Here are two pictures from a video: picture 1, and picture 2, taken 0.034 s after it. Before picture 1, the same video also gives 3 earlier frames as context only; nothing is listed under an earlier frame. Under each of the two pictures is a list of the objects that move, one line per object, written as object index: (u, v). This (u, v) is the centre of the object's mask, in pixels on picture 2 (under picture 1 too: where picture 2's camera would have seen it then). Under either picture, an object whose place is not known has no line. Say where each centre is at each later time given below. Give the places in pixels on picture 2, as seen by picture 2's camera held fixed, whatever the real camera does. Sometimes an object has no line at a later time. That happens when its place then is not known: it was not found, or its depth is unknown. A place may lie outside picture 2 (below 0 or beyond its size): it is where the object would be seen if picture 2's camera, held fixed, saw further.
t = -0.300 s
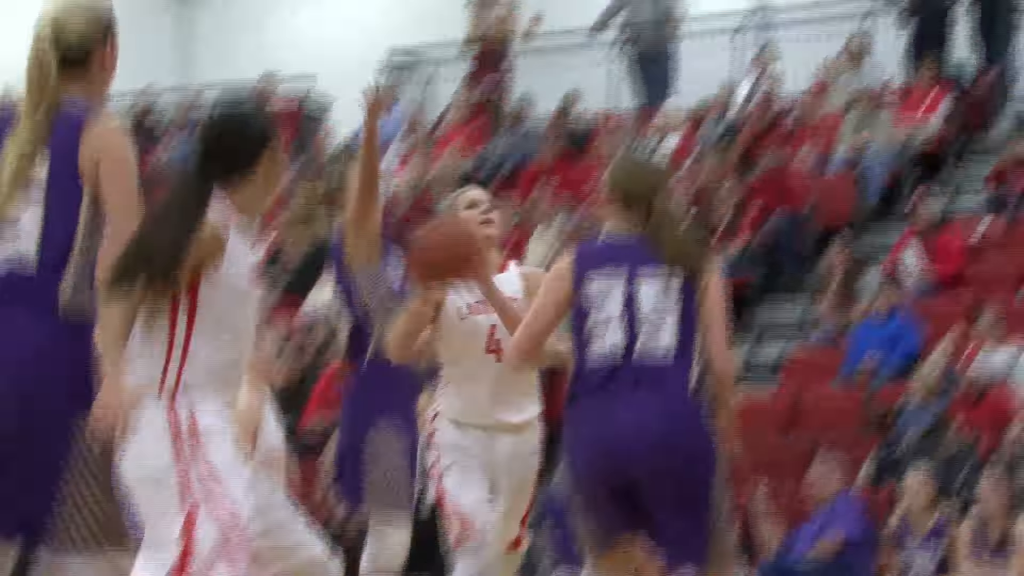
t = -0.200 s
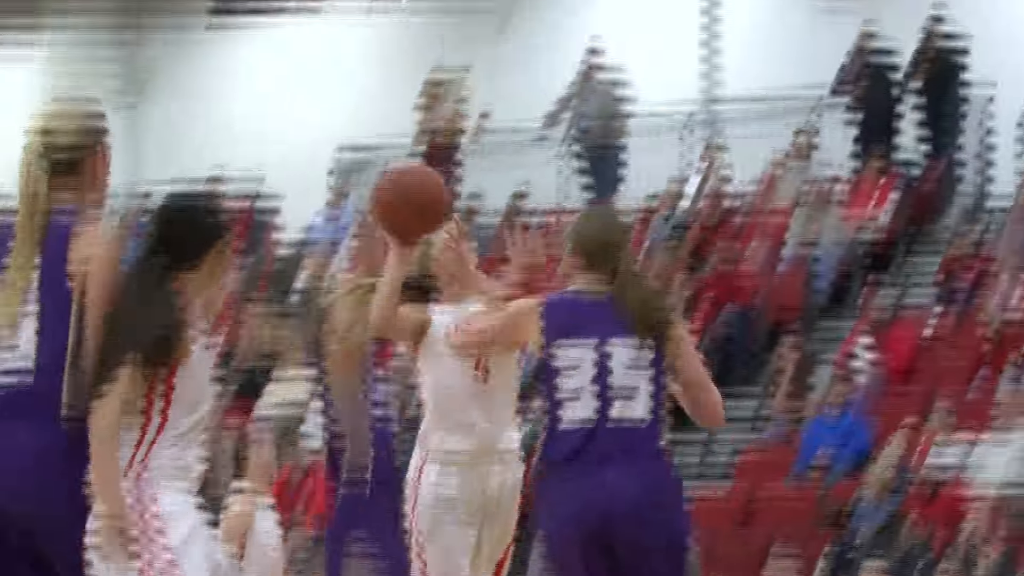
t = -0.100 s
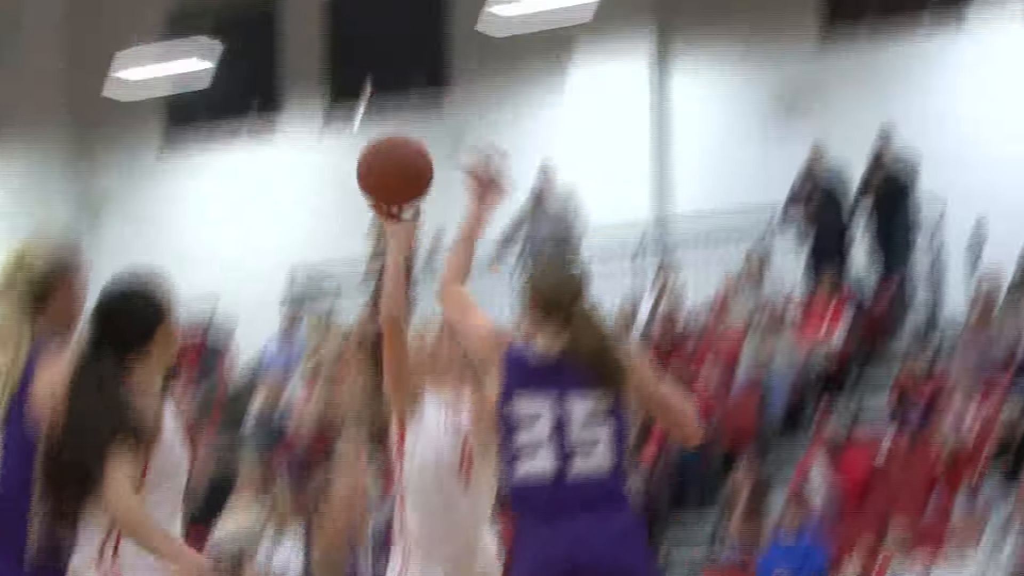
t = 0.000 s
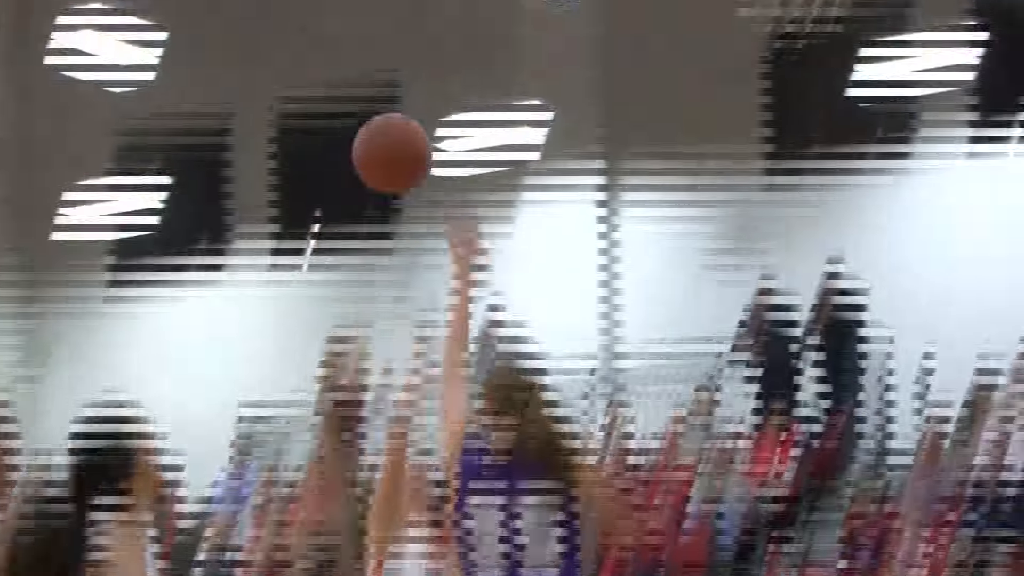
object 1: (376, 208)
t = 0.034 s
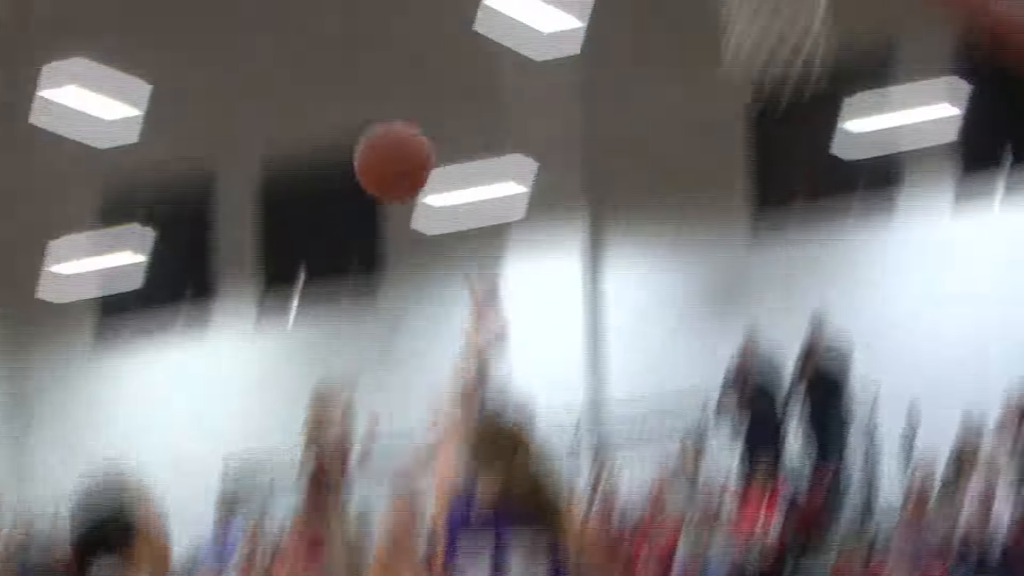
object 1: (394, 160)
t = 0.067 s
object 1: (412, 117)
